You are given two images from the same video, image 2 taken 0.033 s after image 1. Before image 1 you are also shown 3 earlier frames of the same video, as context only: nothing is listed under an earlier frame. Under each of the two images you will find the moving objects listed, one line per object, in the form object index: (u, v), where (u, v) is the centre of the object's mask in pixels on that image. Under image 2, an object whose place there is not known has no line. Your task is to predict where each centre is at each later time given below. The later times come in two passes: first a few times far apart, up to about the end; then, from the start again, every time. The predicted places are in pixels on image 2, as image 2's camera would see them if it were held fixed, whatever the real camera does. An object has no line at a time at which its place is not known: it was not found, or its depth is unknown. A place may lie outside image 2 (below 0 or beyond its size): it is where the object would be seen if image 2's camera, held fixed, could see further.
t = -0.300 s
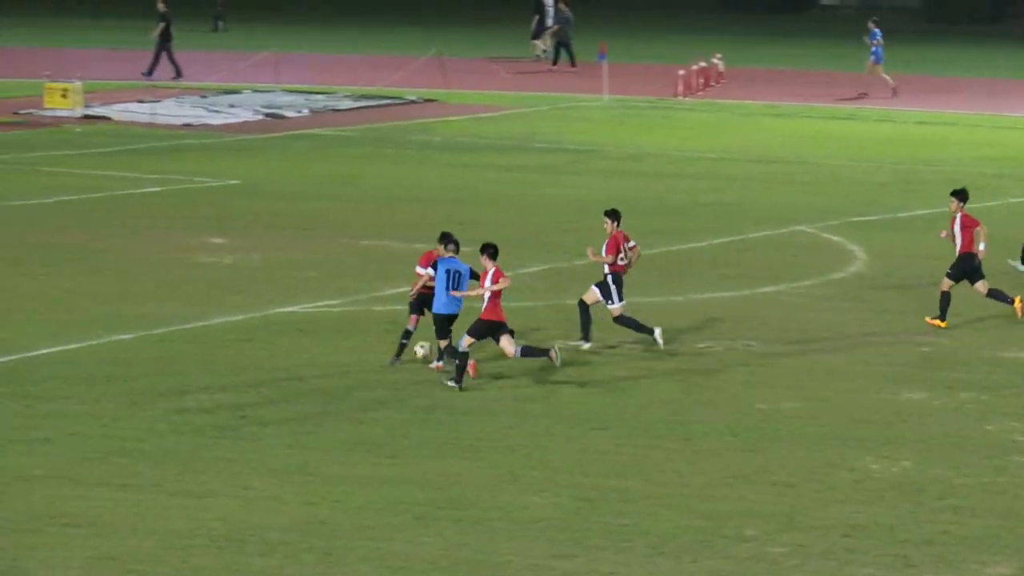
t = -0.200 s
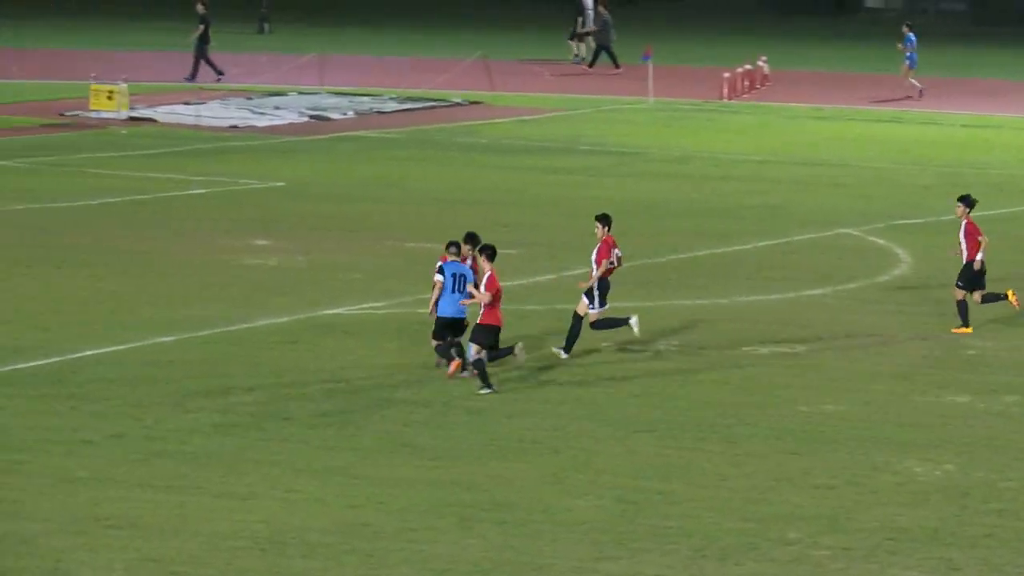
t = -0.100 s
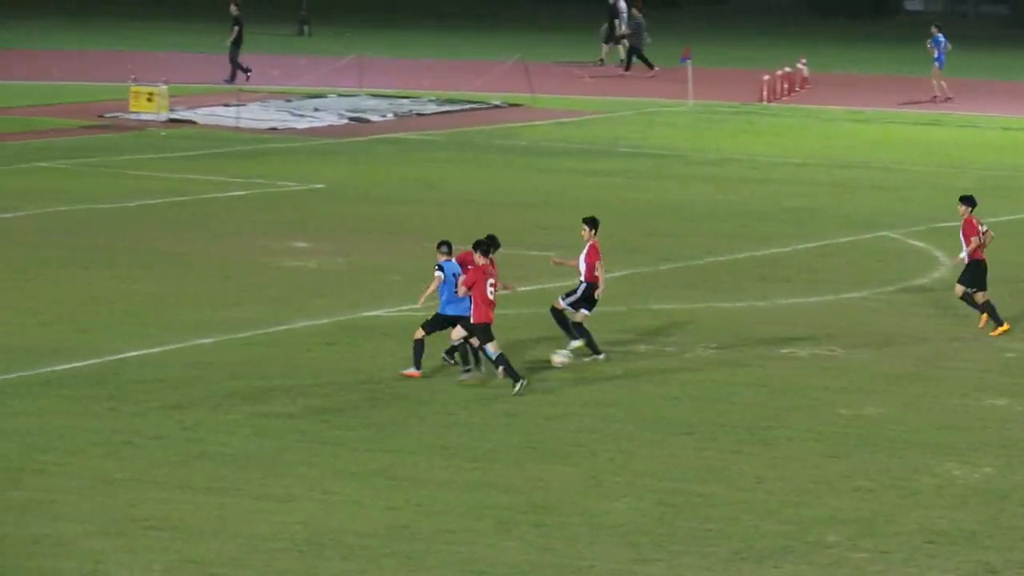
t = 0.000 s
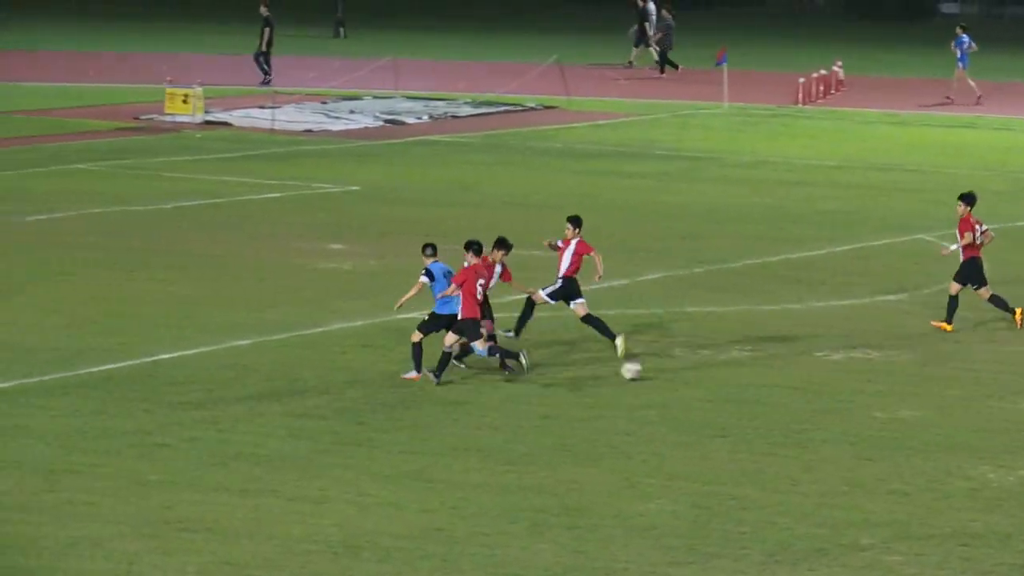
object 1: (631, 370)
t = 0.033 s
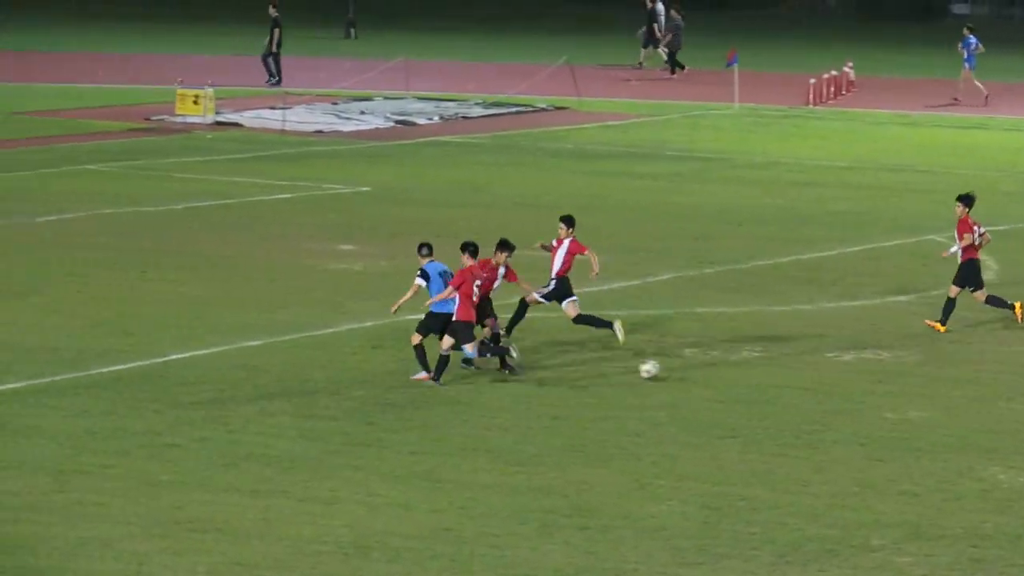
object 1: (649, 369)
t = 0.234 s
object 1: (696, 374)
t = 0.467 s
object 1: (744, 382)
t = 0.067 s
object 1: (657, 367)
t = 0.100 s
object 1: (665, 367)
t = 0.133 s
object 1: (673, 368)
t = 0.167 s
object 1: (681, 369)
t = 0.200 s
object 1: (689, 371)
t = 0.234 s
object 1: (696, 374)
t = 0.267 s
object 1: (704, 377)
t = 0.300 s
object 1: (712, 379)
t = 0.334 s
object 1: (718, 378)
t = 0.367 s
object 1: (725, 378)
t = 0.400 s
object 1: (731, 379)
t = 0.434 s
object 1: (739, 380)
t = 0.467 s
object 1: (744, 382)
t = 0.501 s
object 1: (751, 381)
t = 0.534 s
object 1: (758, 381)
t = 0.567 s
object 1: (765, 383)
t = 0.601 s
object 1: (771, 385)
